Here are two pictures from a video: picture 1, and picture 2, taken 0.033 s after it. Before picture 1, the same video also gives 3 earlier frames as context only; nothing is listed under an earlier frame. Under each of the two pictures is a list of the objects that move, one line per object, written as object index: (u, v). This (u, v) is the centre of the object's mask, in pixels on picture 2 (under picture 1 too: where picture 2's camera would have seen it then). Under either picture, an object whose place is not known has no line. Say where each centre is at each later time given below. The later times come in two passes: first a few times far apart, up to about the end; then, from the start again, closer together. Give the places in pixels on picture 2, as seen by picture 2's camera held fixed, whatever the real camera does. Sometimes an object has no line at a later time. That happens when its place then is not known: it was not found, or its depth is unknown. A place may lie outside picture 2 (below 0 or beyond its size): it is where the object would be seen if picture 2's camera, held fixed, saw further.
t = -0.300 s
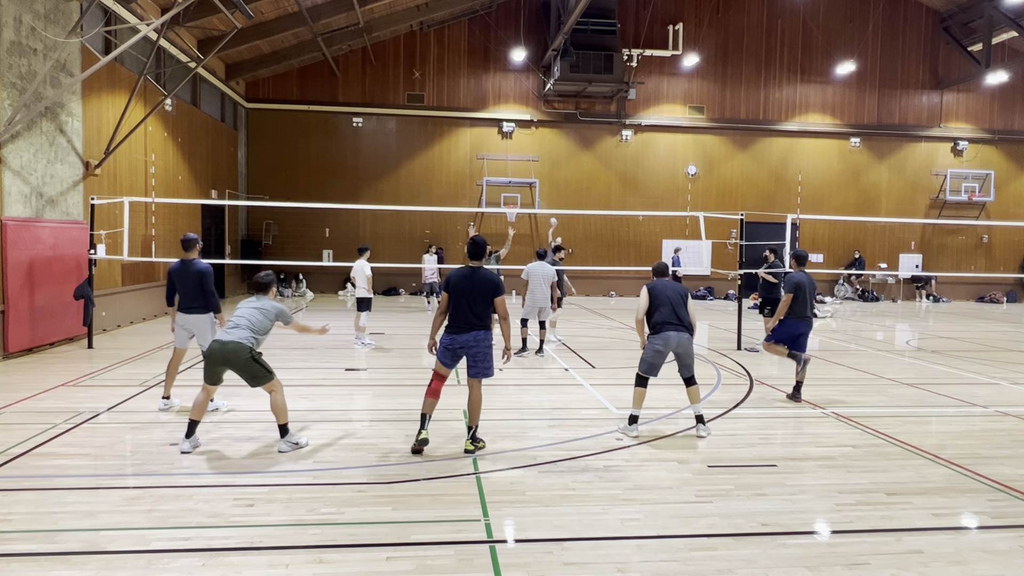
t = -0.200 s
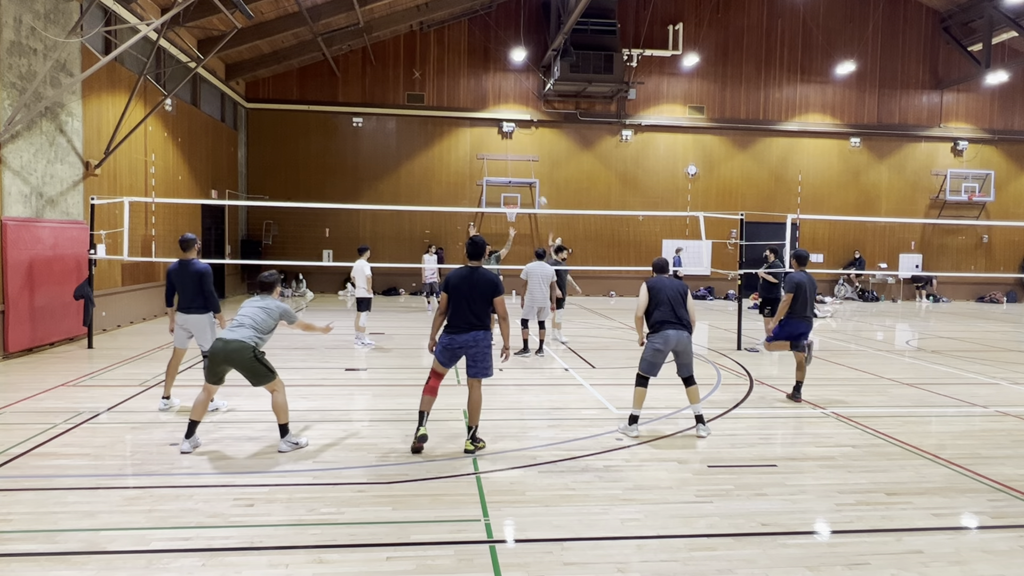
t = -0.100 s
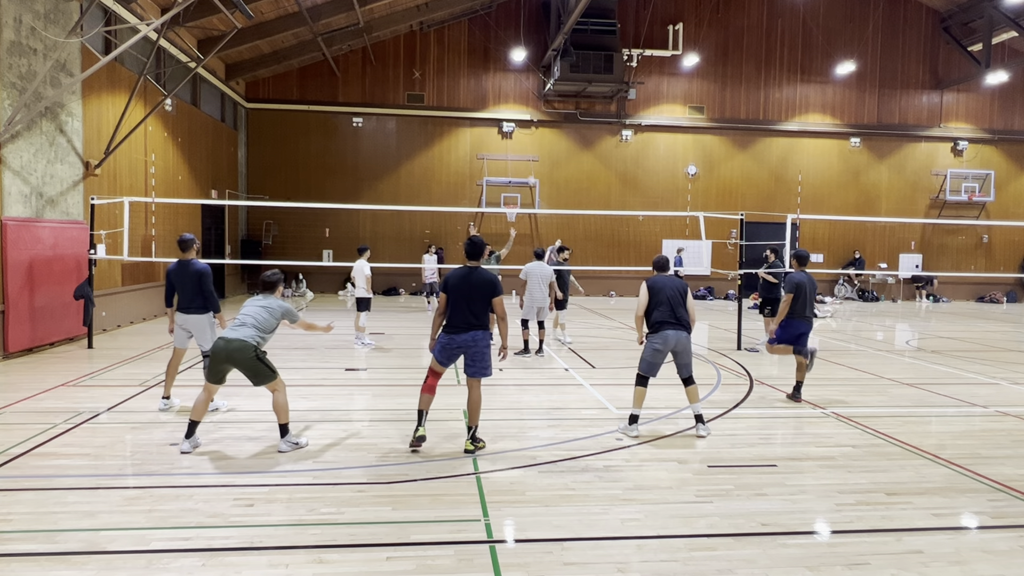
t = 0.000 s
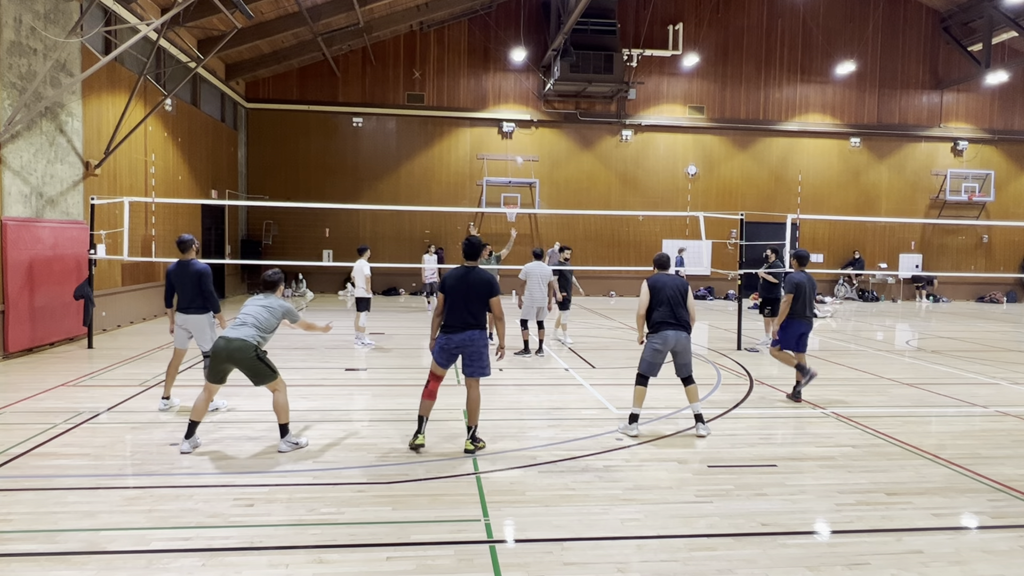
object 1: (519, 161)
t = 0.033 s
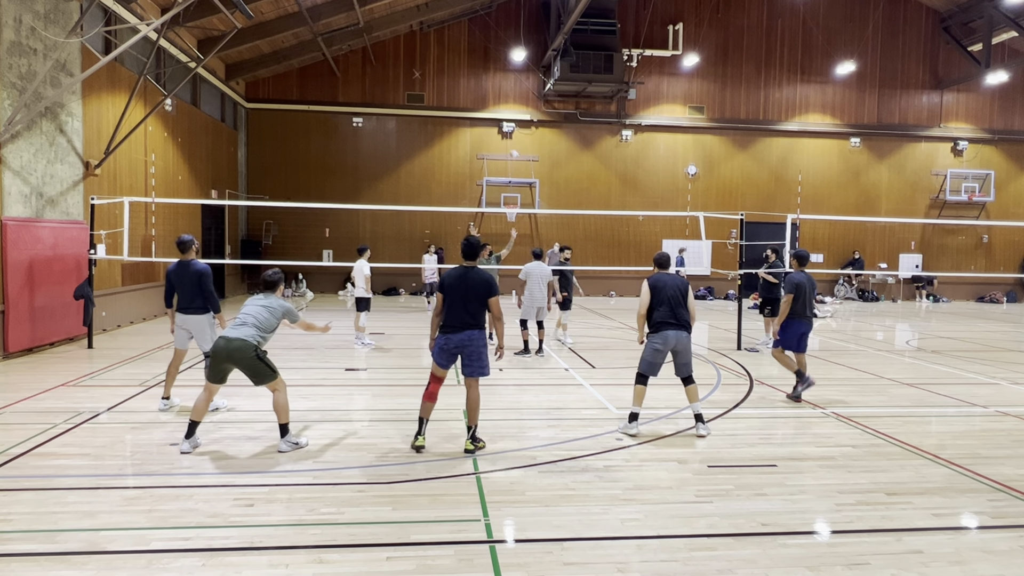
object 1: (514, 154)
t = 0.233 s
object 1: (485, 122)
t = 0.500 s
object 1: (433, 98)
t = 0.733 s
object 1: (373, 114)
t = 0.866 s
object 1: (332, 146)
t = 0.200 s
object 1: (490, 125)
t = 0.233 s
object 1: (485, 122)
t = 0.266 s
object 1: (479, 117)
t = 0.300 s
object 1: (473, 113)
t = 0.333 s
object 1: (467, 108)
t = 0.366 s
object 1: (461, 106)
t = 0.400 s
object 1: (454, 103)
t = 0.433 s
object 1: (447, 101)
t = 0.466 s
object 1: (440, 100)
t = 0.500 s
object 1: (433, 98)
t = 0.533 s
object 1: (425, 98)
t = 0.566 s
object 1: (417, 98)
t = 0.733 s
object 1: (373, 114)
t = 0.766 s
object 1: (364, 120)
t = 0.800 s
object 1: (354, 128)
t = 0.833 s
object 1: (343, 136)
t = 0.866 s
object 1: (332, 146)
